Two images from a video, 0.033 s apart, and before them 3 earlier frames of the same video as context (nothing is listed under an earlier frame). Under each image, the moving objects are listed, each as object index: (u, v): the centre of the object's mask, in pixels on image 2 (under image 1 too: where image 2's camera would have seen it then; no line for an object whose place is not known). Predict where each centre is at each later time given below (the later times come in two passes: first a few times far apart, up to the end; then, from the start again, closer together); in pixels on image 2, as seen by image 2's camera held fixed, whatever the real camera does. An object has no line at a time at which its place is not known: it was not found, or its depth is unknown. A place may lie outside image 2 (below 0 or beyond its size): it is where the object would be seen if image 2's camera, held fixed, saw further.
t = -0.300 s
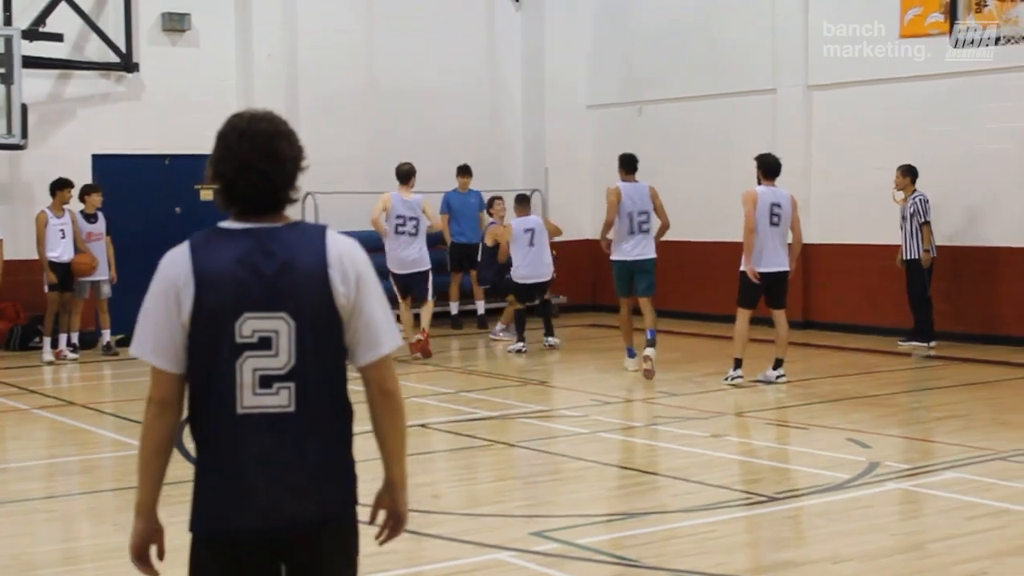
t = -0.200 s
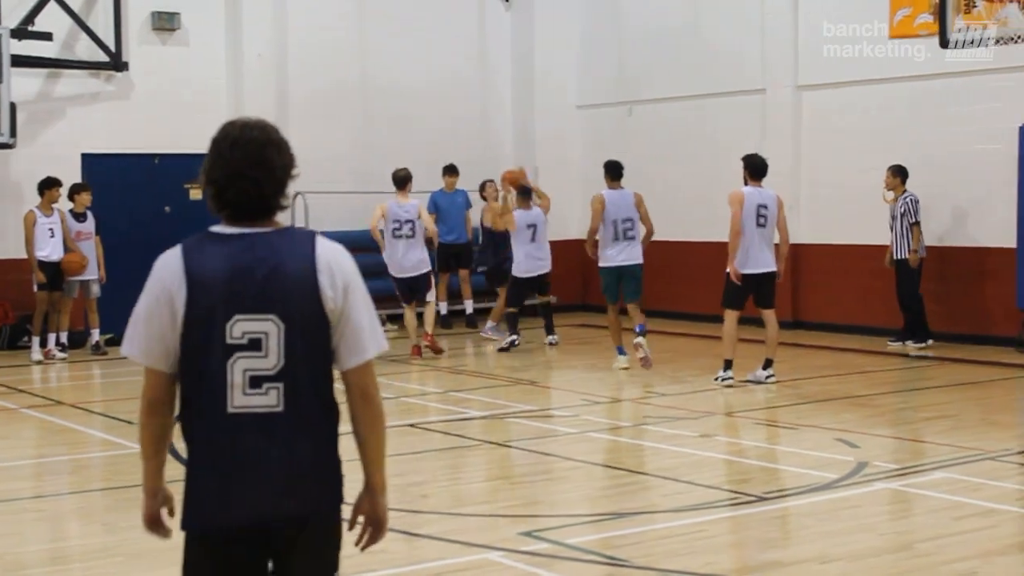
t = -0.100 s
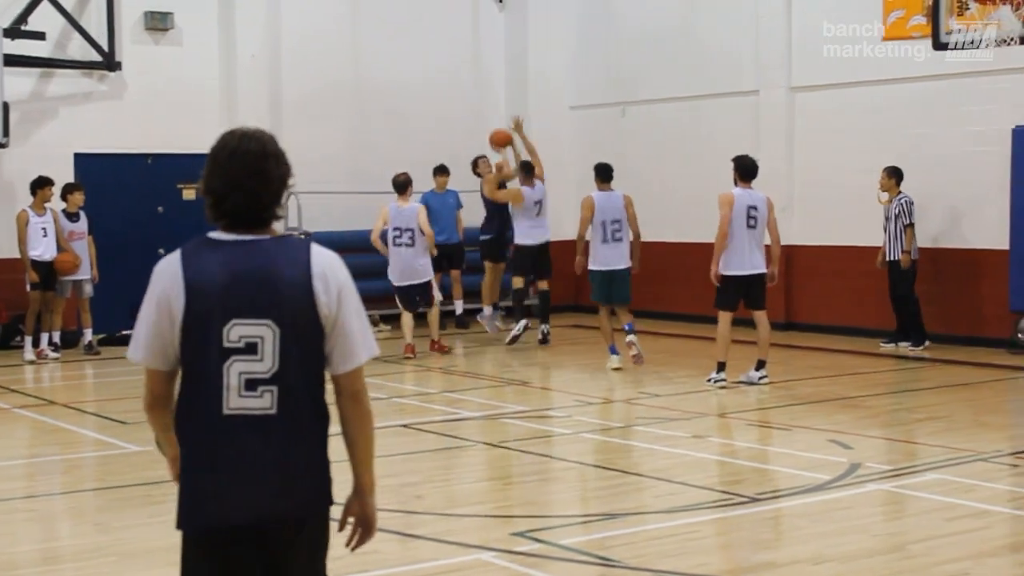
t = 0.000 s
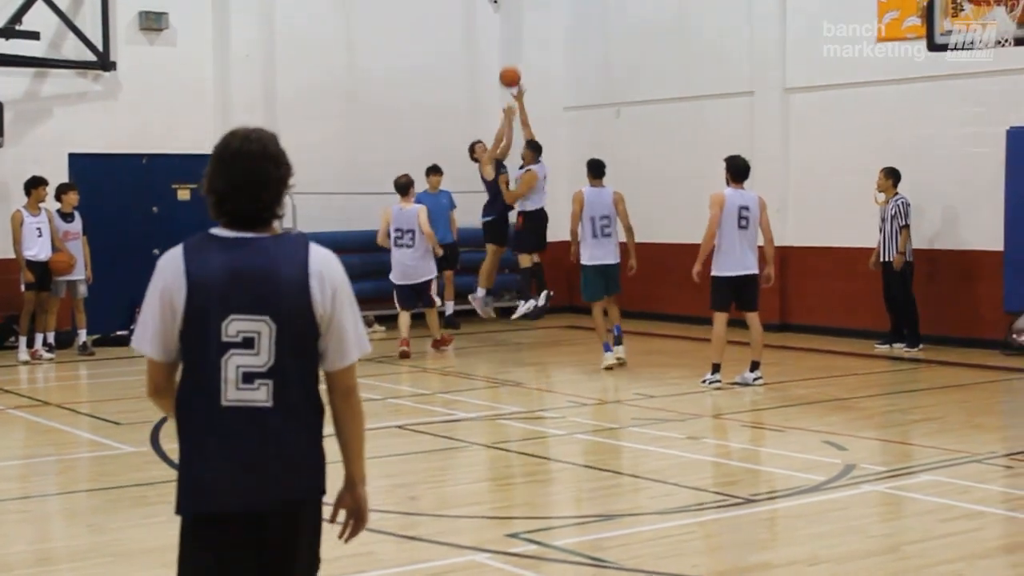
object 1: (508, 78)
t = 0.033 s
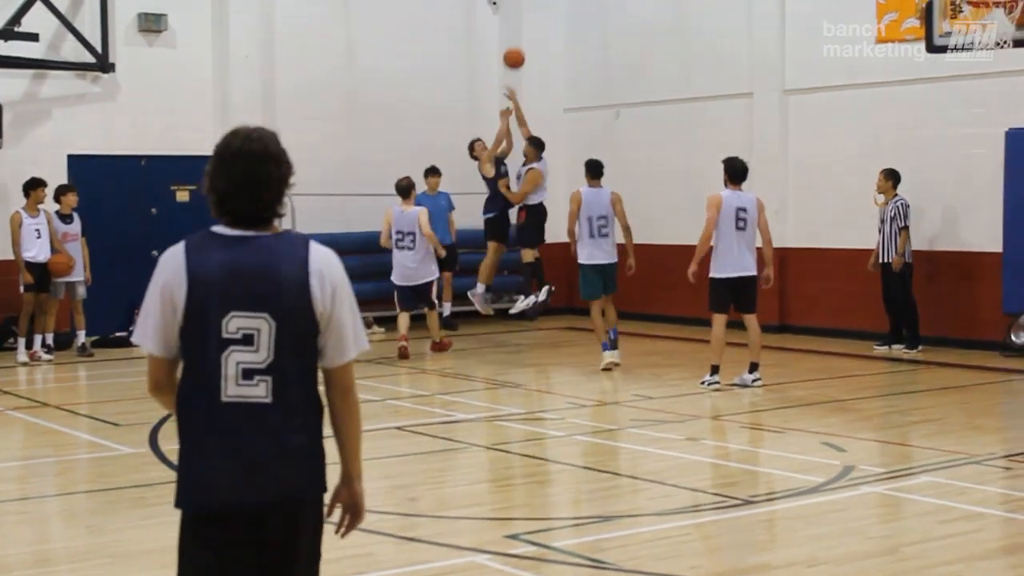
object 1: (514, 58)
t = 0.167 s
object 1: (535, -8)
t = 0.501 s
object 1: (595, -141)
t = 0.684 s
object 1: (633, -164)
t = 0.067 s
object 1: (519, 38)
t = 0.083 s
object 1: (521, 29)
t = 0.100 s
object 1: (524, 20)
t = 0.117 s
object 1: (527, 10)
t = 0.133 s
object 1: (529, 3)
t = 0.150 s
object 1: (532, -3)
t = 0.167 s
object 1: (535, -8)
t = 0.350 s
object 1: (567, -93)
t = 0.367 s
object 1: (570, -100)
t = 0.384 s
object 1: (573, -107)
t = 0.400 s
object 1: (576, -114)
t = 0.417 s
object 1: (579, -120)
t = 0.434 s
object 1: (582, -125)
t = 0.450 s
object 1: (585, -129)
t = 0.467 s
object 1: (589, -133)
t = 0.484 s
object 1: (592, -137)
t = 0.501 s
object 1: (595, -141)
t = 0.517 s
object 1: (599, -144)
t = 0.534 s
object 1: (602, -148)
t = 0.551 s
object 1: (605, -151)
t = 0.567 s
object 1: (608, -153)
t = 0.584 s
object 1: (612, -156)
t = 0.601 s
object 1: (615, -158)
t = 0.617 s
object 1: (619, -160)
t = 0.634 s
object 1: (622, -161)
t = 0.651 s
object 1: (626, -162)
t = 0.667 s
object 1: (629, -163)
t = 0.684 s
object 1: (633, -164)
